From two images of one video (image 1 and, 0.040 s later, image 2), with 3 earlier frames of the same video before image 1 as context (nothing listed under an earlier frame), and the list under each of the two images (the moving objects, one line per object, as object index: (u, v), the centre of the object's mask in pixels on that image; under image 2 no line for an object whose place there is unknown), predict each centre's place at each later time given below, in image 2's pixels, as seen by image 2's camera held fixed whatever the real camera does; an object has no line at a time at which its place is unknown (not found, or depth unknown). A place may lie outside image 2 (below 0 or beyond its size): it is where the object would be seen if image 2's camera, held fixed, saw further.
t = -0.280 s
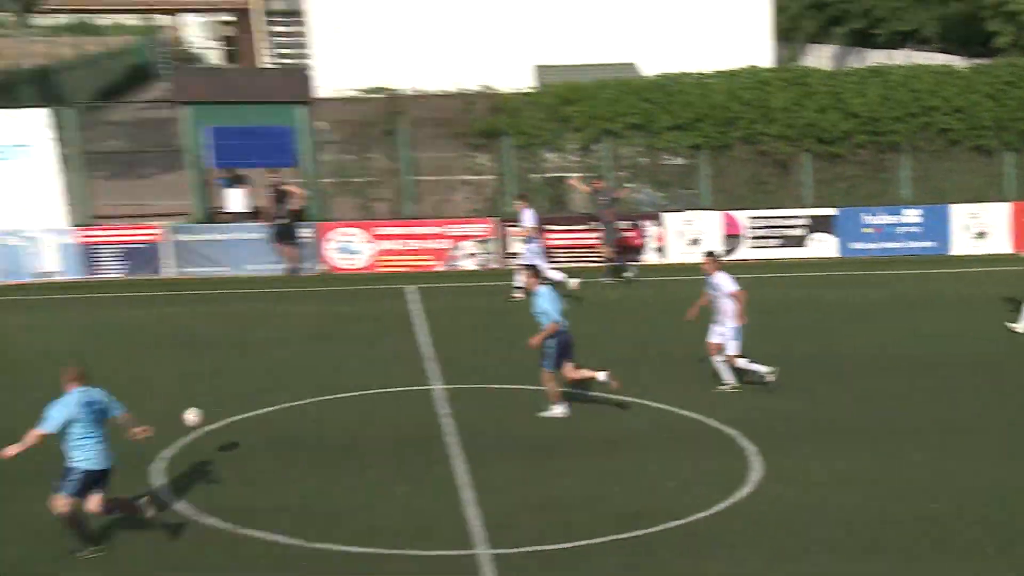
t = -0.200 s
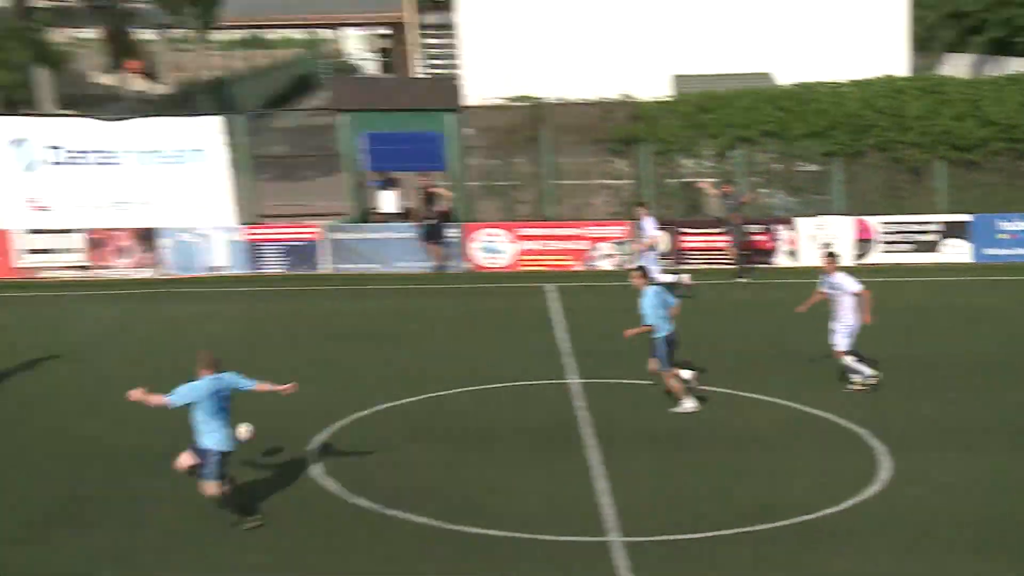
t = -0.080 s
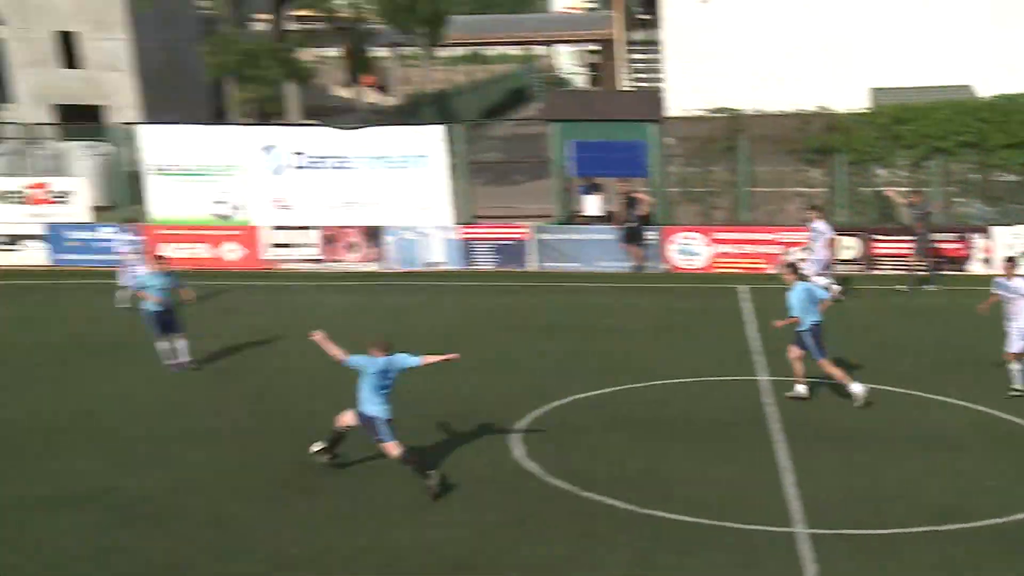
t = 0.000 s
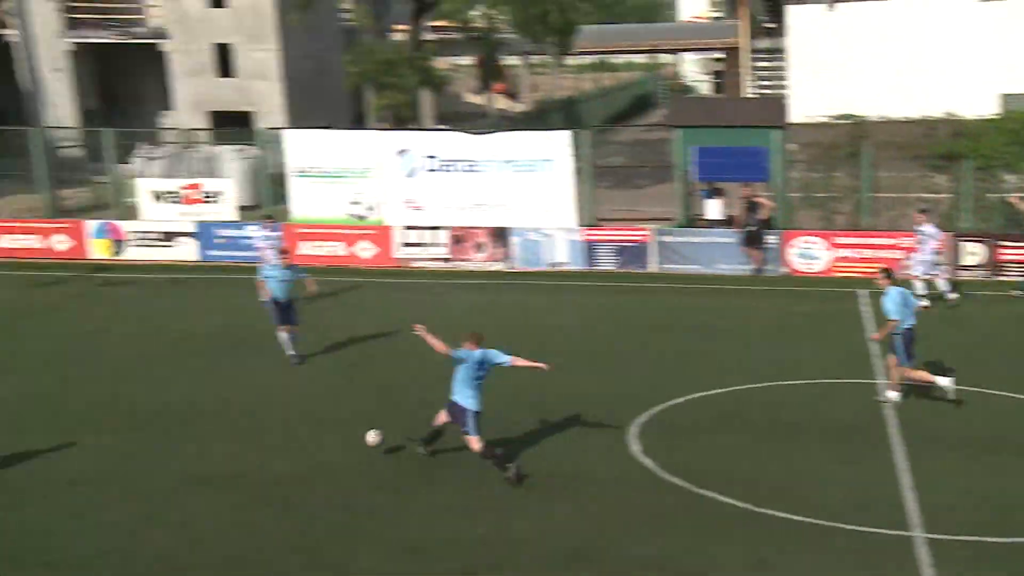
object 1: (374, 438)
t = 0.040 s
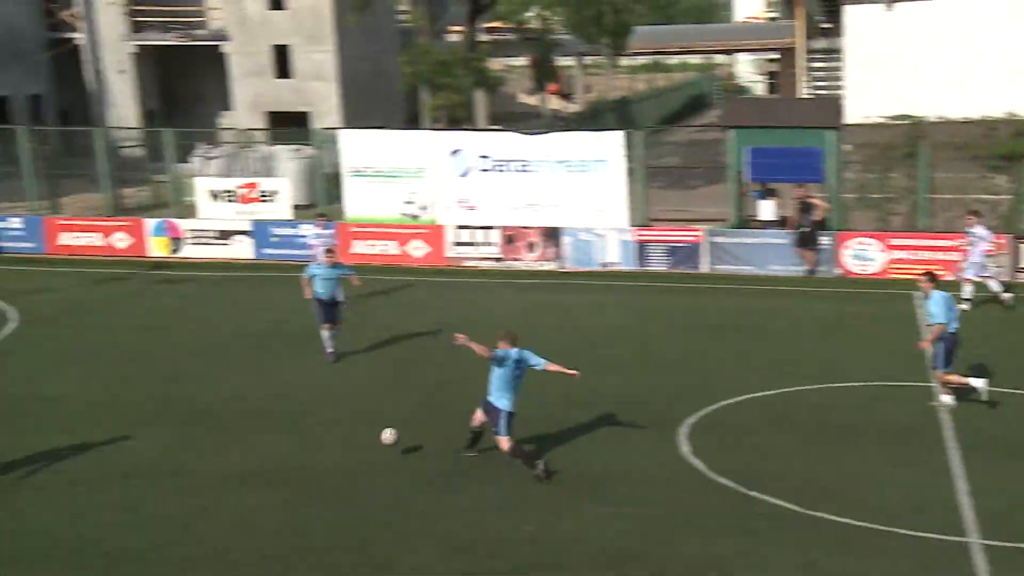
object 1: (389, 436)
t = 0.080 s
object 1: (357, 438)
